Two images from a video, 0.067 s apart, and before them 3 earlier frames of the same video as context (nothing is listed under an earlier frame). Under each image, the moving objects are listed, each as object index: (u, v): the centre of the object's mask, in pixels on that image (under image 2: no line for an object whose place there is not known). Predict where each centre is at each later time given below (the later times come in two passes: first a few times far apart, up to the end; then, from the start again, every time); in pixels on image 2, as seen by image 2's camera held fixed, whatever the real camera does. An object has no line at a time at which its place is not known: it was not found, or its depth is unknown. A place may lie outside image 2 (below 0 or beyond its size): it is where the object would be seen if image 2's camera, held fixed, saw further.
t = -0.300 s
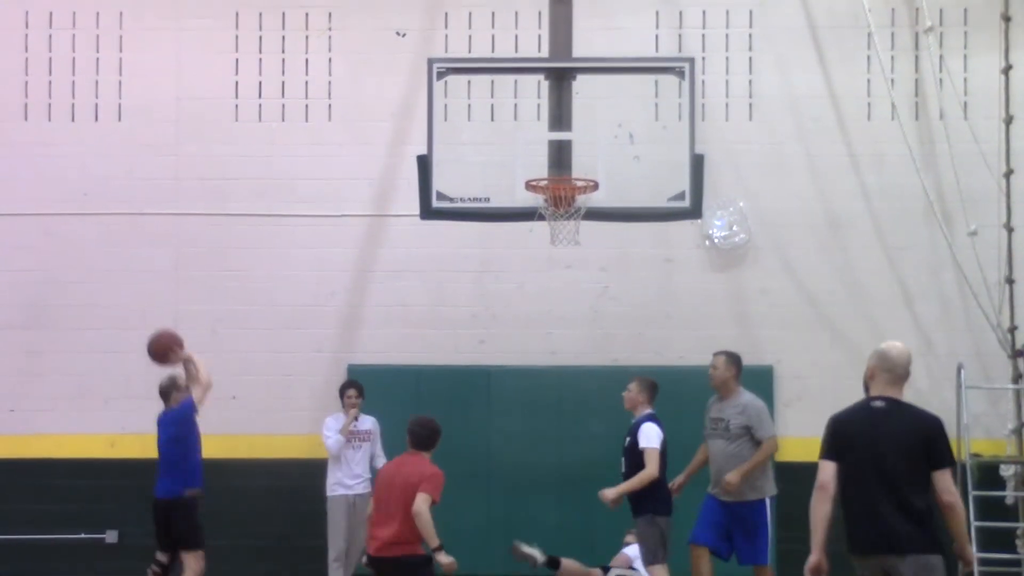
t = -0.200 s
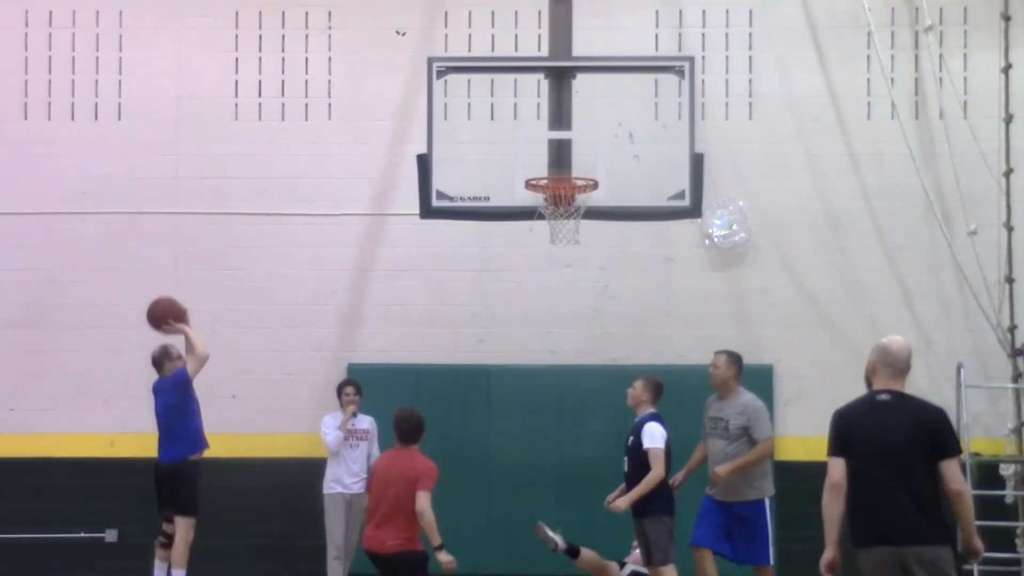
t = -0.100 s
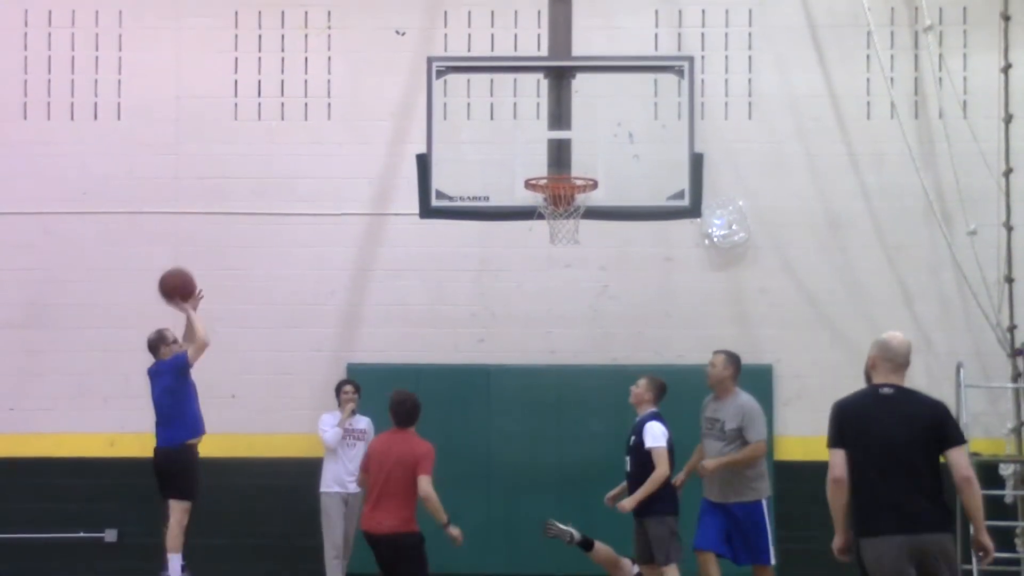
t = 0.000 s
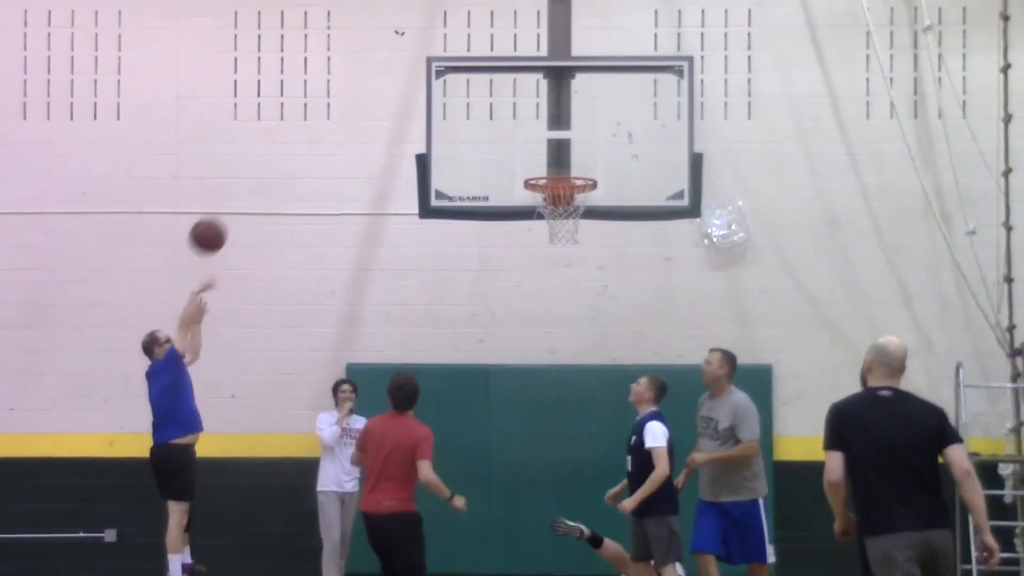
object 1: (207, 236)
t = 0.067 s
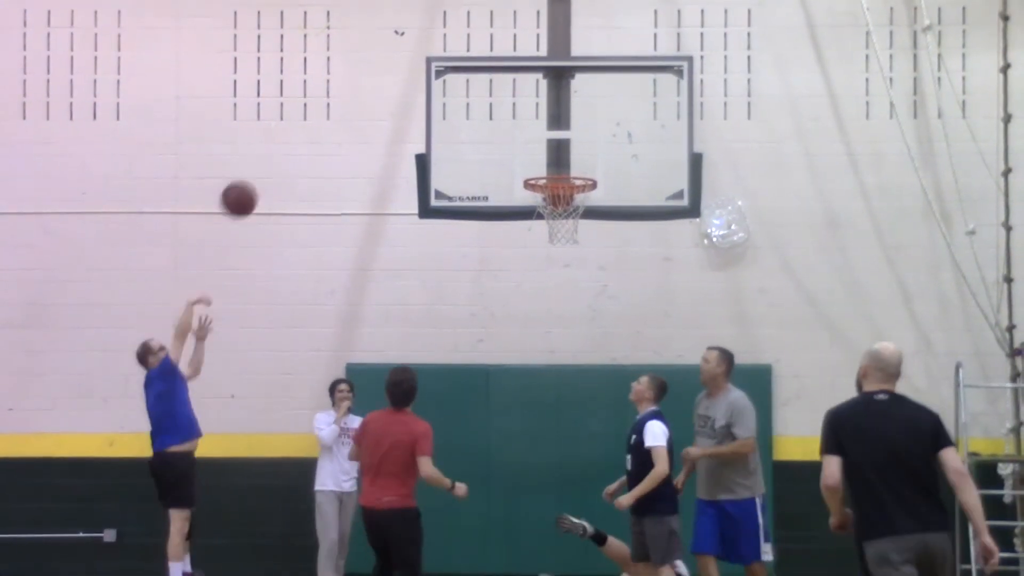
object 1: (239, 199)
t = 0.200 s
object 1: (301, 146)
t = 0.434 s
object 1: (407, 116)
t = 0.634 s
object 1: (497, 153)
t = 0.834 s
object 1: (468, 134)
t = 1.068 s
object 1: (396, 148)
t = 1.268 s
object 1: (333, 225)
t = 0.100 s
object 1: (254, 183)
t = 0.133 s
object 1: (270, 169)
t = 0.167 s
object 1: (285, 157)
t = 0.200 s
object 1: (301, 146)
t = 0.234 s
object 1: (316, 137)
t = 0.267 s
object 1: (332, 130)
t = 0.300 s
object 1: (347, 124)
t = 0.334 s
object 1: (362, 120)
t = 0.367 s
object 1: (377, 117)
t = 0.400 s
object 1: (393, 116)
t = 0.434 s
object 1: (407, 116)
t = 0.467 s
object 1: (422, 118)
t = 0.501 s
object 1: (438, 122)
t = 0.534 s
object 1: (452, 127)
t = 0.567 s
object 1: (467, 135)
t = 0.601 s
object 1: (482, 143)
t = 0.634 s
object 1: (497, 153)
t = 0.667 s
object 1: (512, 165)
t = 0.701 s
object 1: (508, 161)
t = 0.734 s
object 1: (498, 152)
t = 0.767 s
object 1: (488, 145)
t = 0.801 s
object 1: (478, 138)
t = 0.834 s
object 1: (468, 134)
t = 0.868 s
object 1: (457, 131)
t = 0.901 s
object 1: (448, 130)
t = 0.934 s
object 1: (437, 130)
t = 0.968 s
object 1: (427, 132)
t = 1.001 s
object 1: (417, 136)
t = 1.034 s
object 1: (406, 141)
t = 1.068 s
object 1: (396, 148)
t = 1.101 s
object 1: (386, 156)
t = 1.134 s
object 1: (375, 166)
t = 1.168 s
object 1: (365, 179)
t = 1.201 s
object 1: (354, 192)
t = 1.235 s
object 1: (344, 207)
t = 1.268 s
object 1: (333, 225)
